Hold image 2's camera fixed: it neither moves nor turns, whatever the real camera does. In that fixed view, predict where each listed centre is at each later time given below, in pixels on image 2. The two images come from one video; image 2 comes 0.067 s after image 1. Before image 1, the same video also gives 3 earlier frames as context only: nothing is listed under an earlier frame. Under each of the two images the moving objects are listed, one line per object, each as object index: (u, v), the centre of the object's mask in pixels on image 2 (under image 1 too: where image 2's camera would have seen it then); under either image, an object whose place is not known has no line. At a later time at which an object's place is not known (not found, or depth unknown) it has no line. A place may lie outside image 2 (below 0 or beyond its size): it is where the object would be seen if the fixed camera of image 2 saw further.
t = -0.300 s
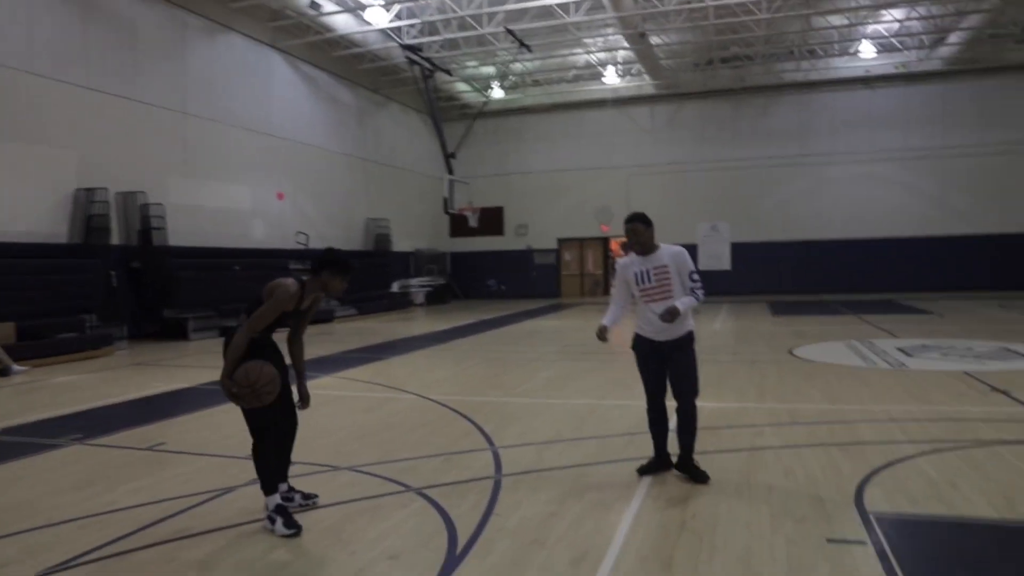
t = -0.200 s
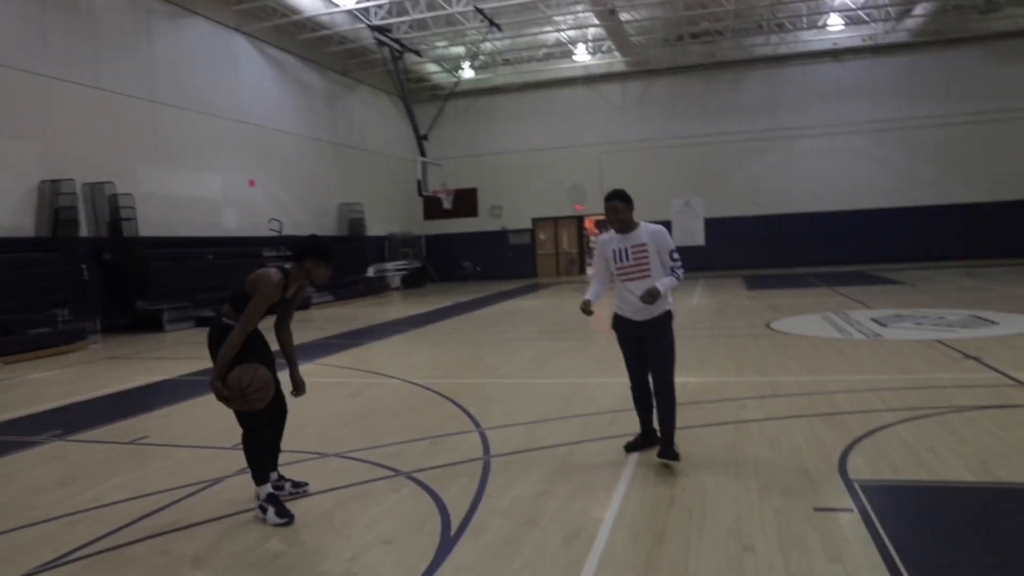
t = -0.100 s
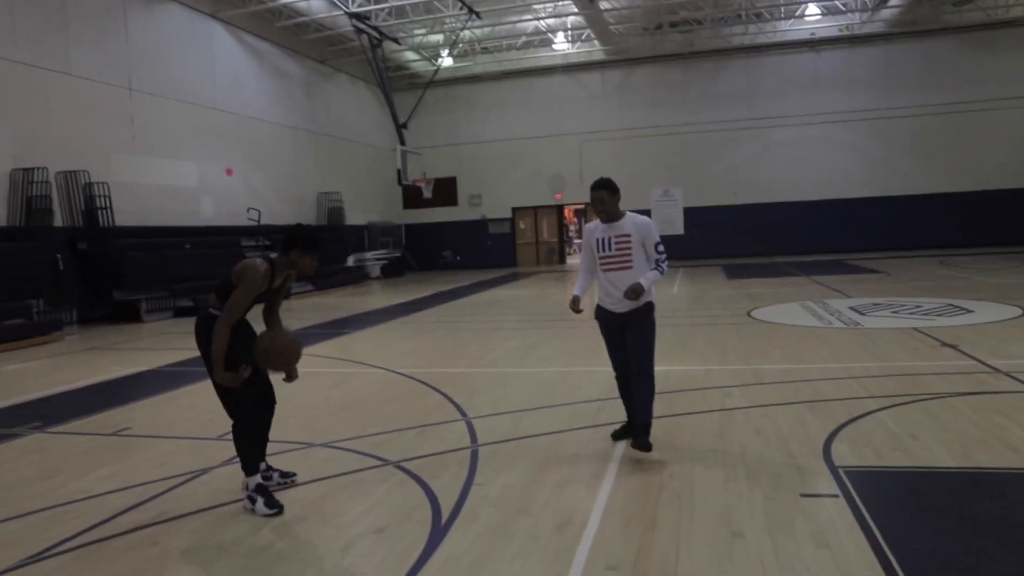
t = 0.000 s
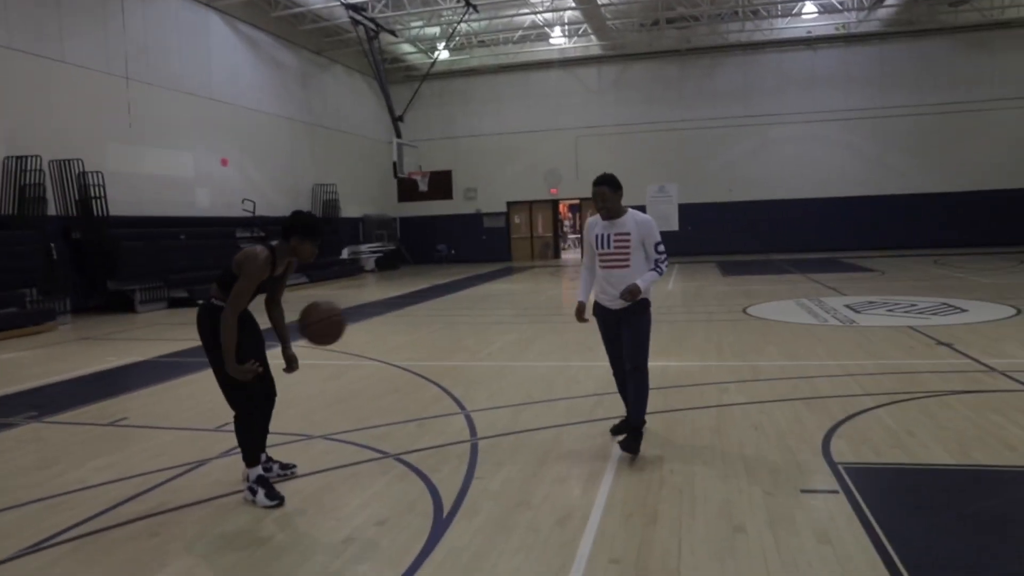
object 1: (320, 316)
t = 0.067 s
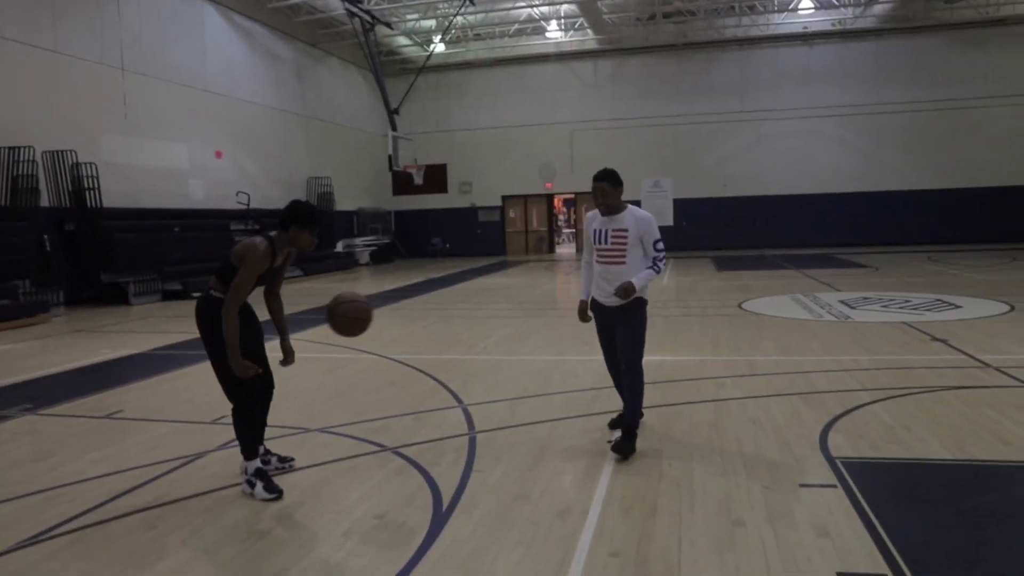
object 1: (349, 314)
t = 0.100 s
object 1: (364, 316)
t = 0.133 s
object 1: (379, 321)
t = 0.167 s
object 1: (392, 327)
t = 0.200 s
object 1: (406, 335)
